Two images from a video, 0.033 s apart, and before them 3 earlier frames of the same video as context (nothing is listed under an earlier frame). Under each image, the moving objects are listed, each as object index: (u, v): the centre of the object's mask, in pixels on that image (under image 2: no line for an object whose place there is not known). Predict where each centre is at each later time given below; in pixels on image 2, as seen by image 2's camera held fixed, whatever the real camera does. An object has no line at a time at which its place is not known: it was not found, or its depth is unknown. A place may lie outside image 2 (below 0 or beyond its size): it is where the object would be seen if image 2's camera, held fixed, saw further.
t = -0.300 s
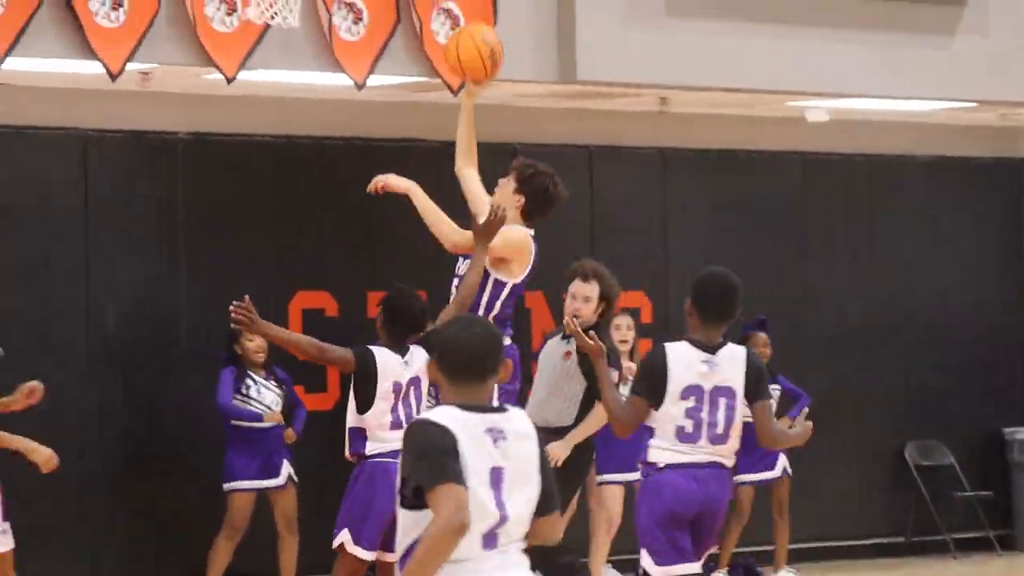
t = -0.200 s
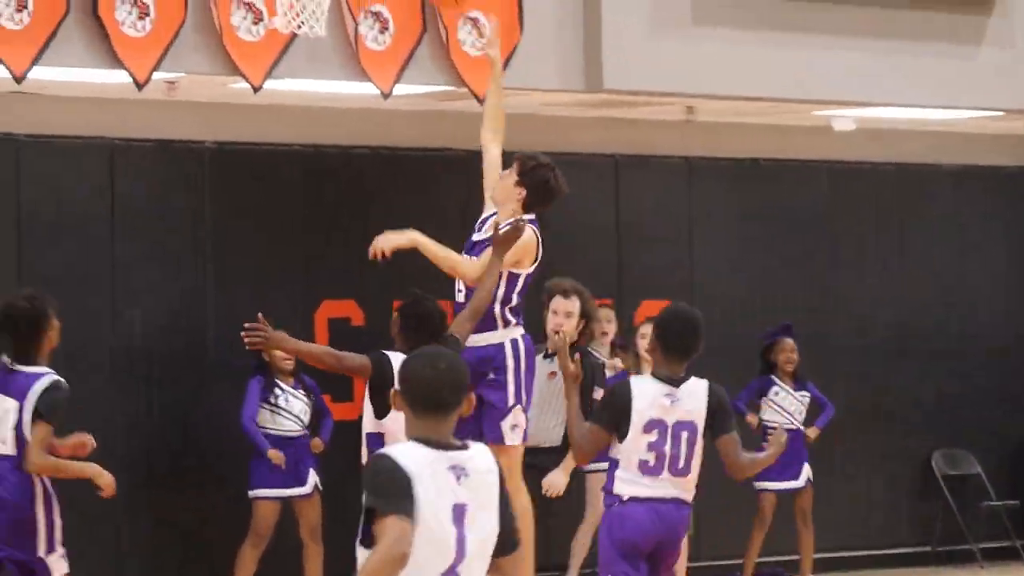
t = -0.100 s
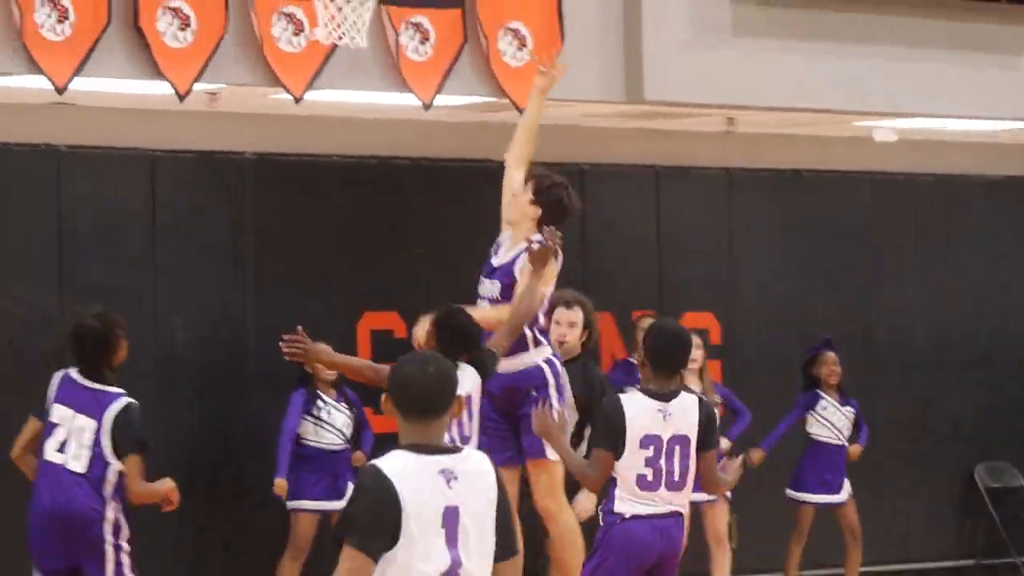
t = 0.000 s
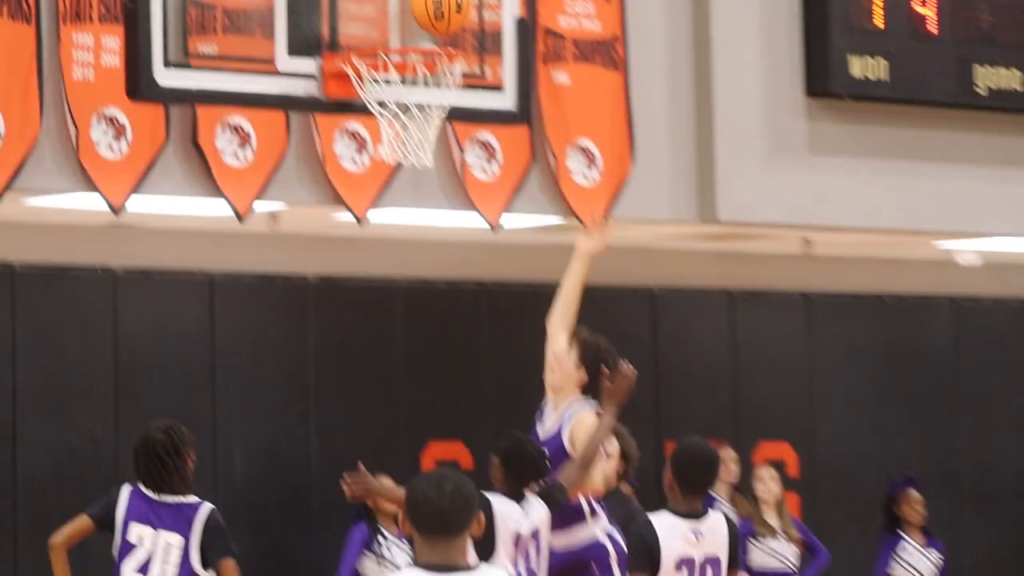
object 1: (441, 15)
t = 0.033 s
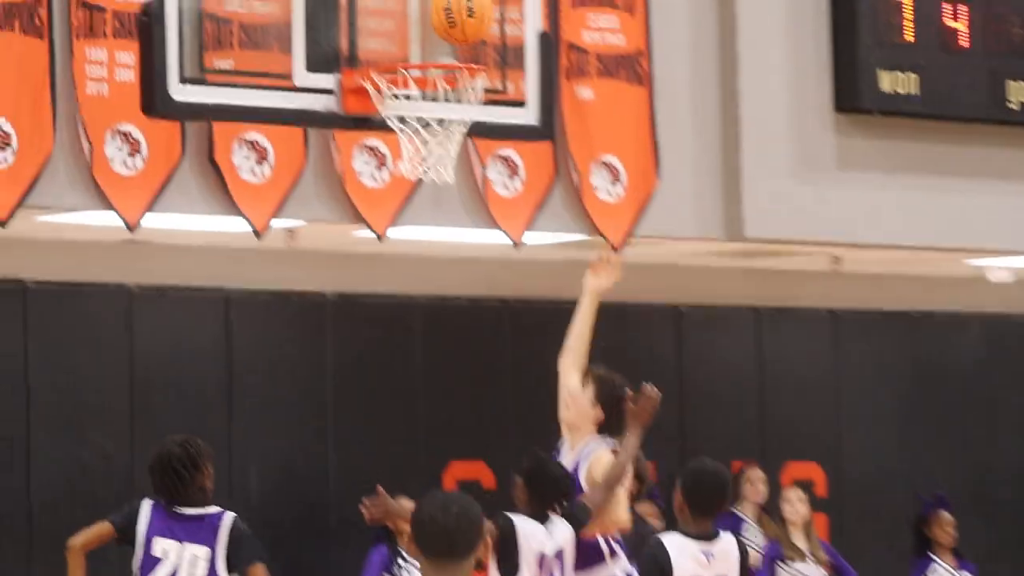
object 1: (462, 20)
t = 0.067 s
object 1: (462, 13)
